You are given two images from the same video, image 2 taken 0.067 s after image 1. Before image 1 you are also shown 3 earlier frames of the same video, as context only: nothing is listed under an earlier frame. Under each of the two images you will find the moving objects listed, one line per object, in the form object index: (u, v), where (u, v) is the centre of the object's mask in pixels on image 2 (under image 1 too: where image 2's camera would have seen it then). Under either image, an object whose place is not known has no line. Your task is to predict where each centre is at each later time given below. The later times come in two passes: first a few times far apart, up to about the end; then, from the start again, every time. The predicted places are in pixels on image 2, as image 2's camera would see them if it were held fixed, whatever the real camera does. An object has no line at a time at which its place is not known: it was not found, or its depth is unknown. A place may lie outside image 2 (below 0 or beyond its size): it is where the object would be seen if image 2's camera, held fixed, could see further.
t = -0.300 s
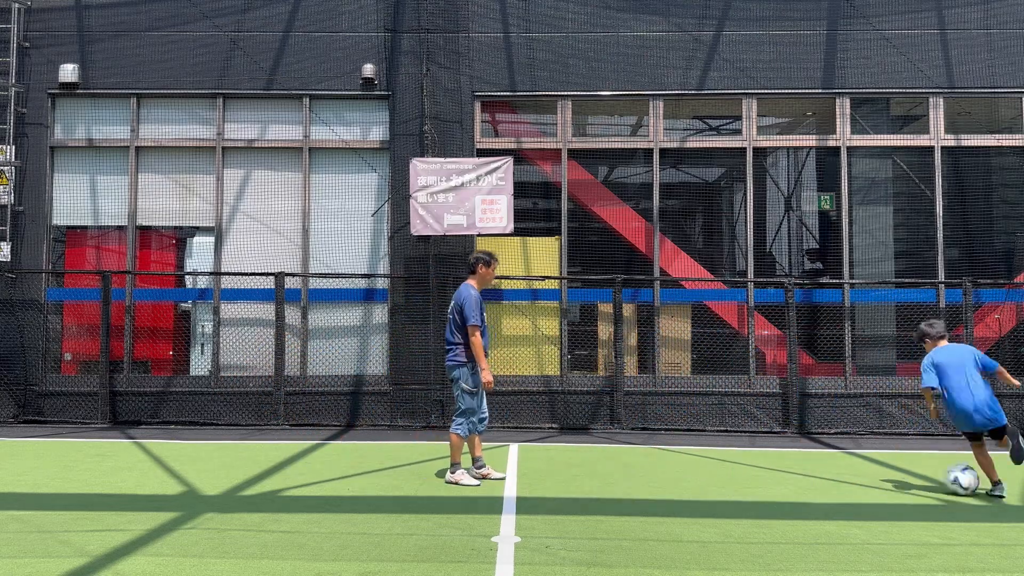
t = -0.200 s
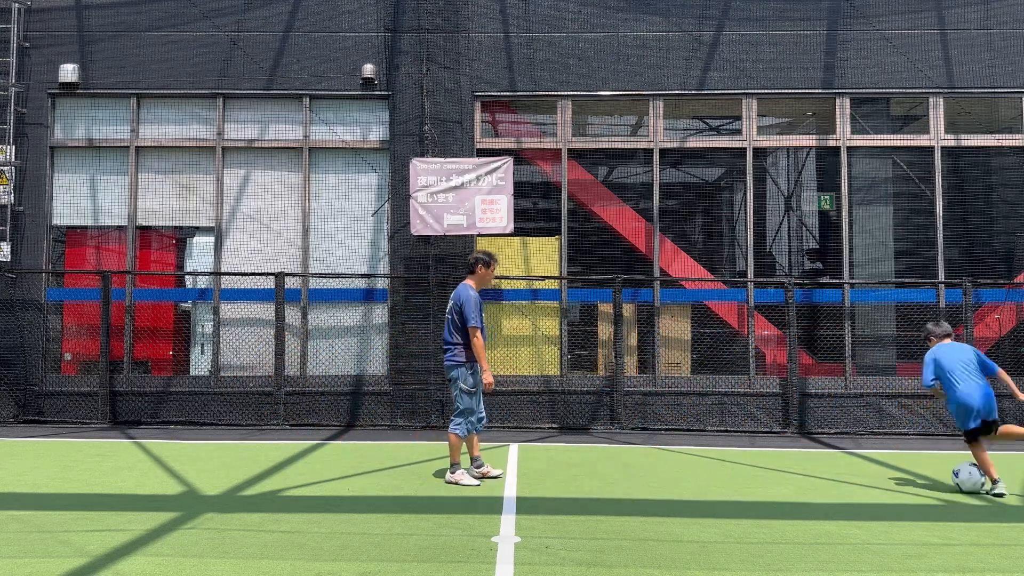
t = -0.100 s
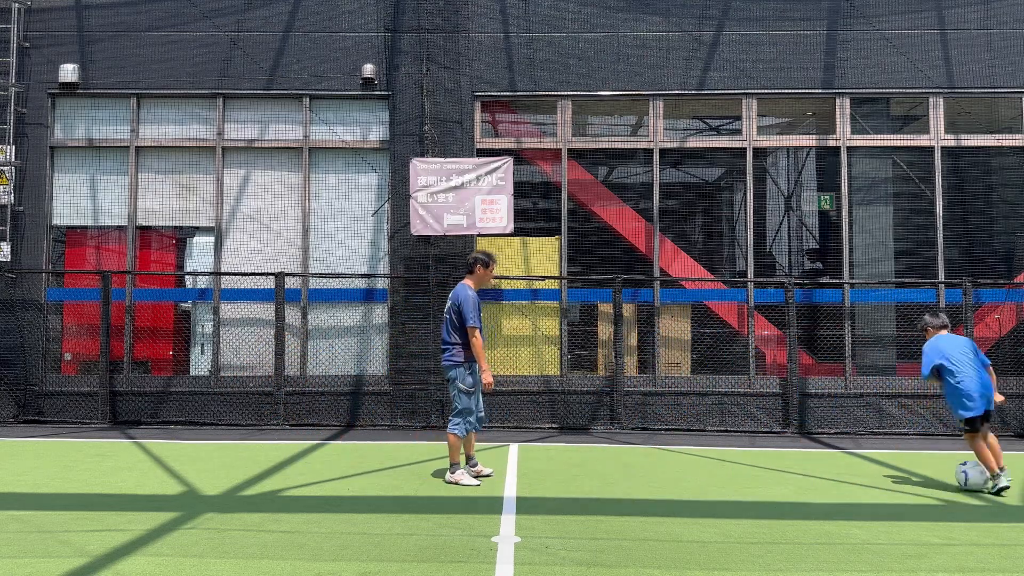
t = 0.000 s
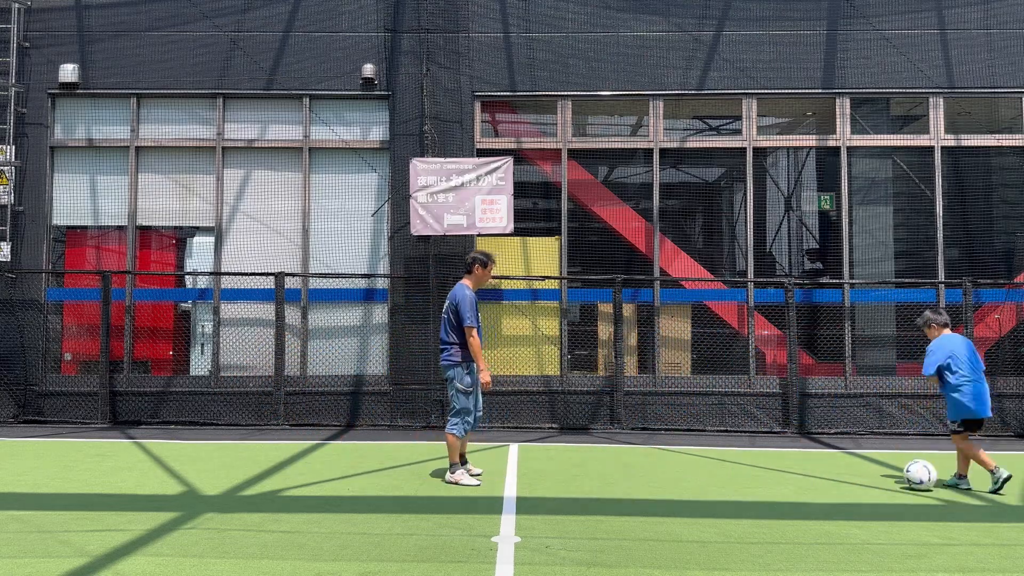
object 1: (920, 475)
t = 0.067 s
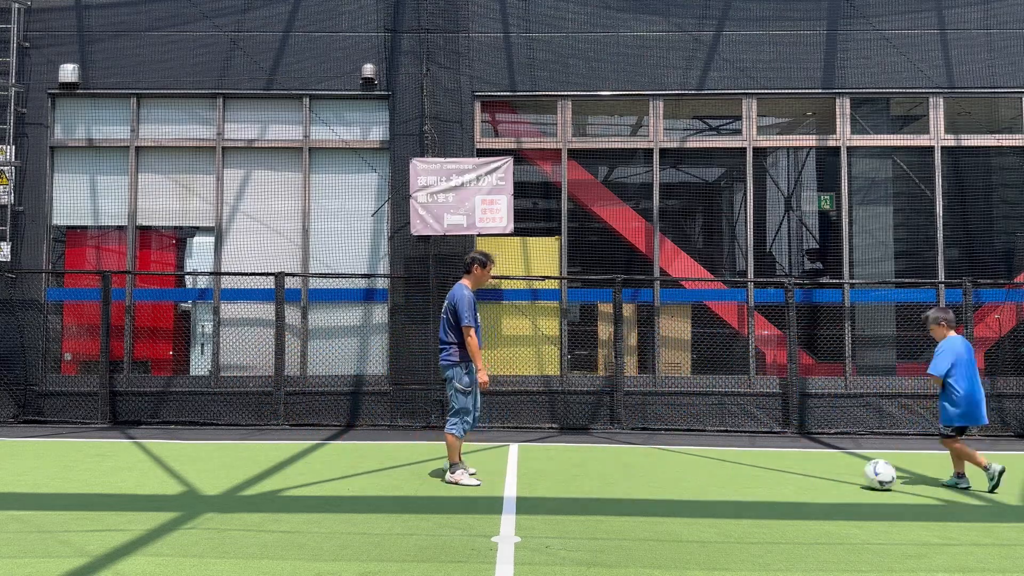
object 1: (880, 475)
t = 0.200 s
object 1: (810, 474)
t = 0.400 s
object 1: (720, 472)
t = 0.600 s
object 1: (647, 470)
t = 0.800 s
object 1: (576, 469)
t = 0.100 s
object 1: (862, 475)
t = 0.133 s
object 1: (843, 474)
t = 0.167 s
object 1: (826, 474)
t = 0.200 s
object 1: (810, 474)
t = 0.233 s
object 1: (793, 473)
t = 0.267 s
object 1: (778, 473)
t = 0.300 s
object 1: (763, 472)
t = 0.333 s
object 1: (748, 472)
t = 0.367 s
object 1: (734, 471)
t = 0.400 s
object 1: (720, 472)
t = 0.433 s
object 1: (708, 471)
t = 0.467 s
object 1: (696, 471)
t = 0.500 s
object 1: (684, 470)
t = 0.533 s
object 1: (671, 470)
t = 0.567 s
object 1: (659, 470)
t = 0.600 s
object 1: (647, 470)
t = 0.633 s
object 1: (635, 470)
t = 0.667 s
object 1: (623, 469)
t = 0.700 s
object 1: (612, 469)
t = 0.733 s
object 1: (600, 469)
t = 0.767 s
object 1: (588, 469)
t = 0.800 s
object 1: (576, 469)
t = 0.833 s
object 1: (564, 468)
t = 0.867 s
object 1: (553, 468)
